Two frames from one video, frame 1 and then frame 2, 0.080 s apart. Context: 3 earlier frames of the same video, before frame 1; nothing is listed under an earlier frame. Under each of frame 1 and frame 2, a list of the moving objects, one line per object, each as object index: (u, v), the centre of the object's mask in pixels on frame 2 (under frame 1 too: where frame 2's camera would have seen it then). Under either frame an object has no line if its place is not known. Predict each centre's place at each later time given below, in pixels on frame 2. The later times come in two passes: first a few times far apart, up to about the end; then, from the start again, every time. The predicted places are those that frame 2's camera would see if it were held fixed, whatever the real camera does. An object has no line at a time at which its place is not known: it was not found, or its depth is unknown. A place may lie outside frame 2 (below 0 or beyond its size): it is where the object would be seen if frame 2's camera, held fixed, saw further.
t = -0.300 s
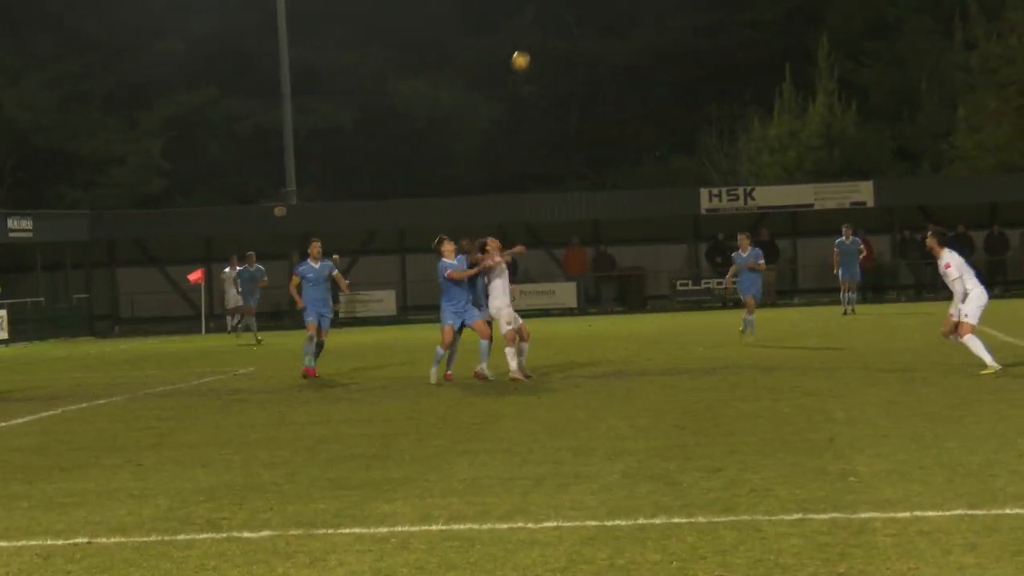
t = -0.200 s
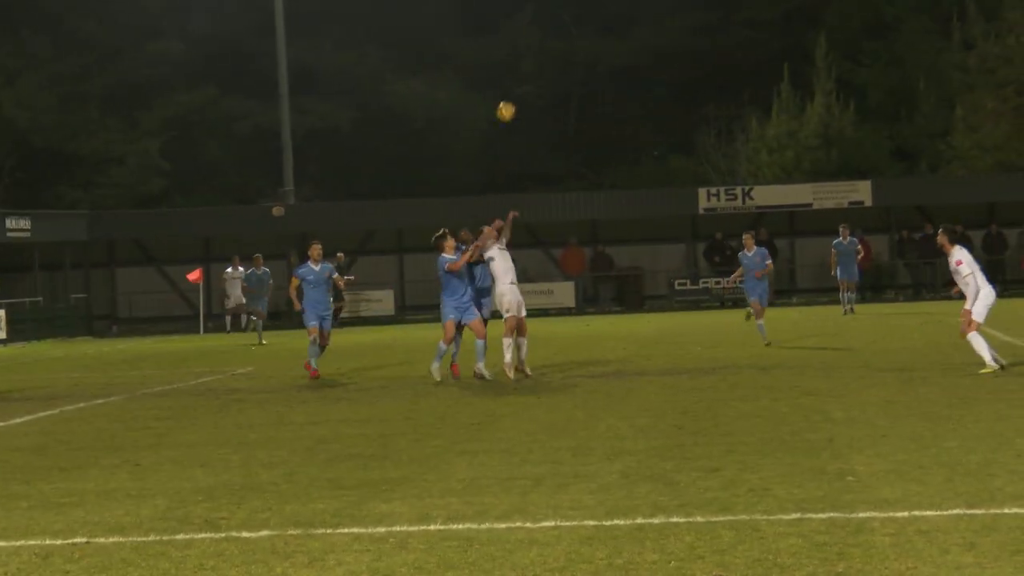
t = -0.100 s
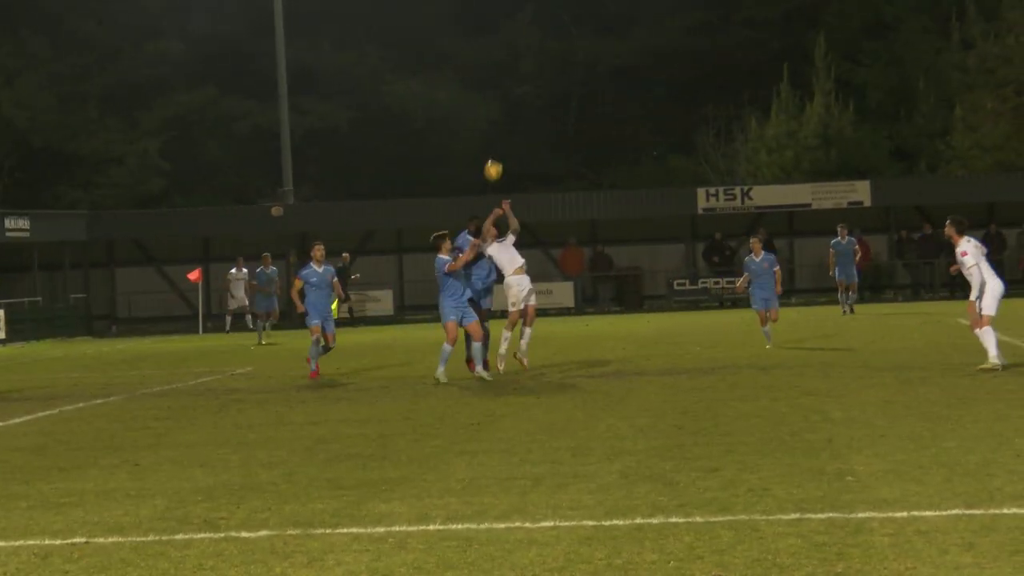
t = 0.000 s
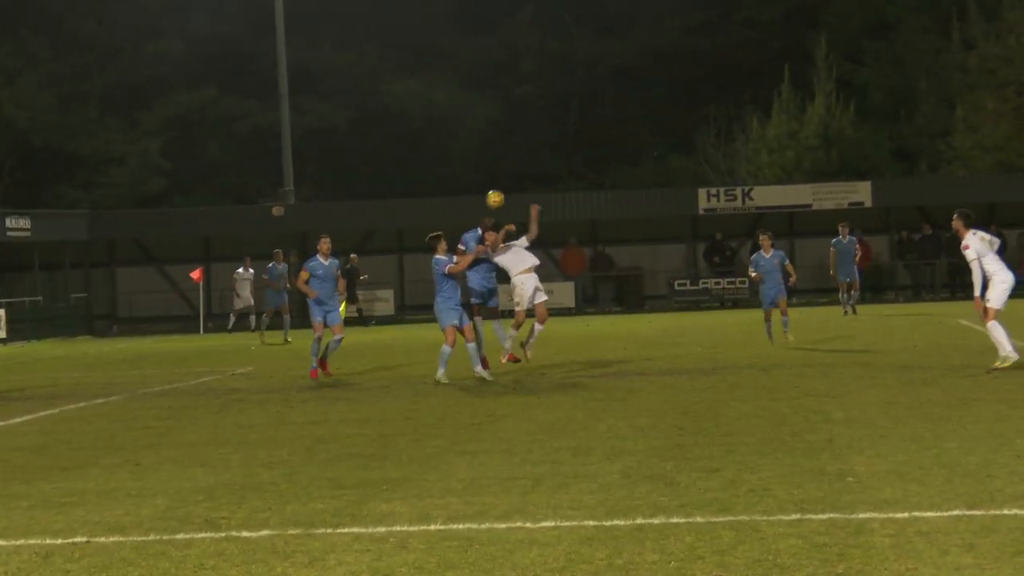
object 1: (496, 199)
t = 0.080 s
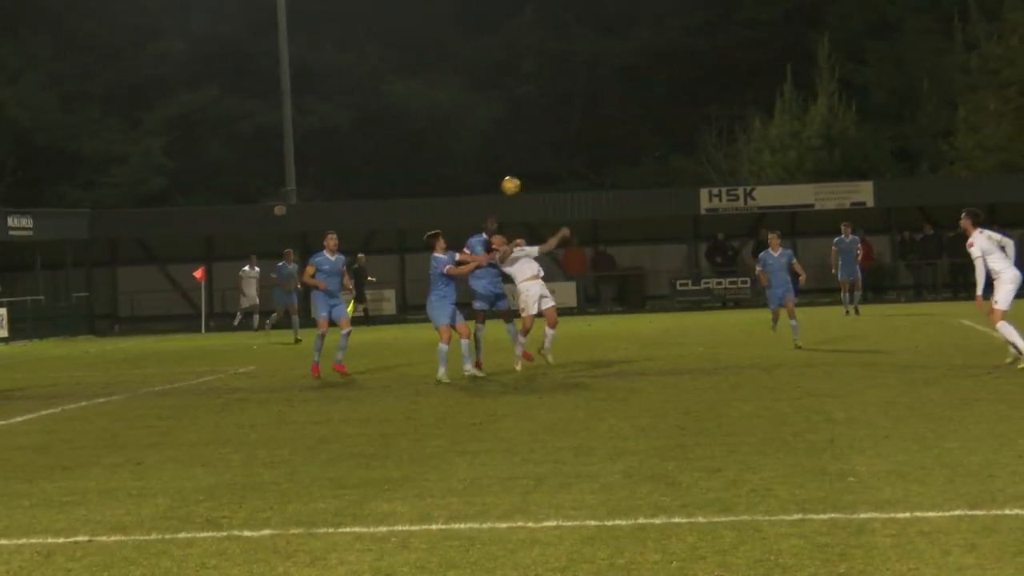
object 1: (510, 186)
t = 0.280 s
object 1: (549, 174)
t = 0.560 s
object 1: (606, 219)
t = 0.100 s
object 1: (514, 183)
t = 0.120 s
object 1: (517, 180)
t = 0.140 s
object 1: (521, 178)
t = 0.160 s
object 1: (525, 177)
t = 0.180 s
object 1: (529, 176)
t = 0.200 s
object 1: (533, 175)
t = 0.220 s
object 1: (537, 174)
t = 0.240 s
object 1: (541, 174)
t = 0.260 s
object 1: (545, 174)
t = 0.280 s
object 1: (549, 174)
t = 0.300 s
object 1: (553, 175)
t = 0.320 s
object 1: (557, 177)
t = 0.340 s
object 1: (561, 178)
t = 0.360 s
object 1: (565, 180)
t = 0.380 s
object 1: (569, 182)
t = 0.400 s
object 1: (573, 185)
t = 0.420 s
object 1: (577, 188)
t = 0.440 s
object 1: (581, 191)
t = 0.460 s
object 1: (586, 195)
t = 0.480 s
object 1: (589, 199)
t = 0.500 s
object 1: (594, 204)
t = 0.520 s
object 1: (598, 208)
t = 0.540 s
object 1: (602, 214)
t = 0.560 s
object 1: (606, 219)
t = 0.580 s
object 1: (610, 225)
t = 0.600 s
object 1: (615, 232)
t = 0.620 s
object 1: (619, 238)
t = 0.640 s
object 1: (624, 245)
